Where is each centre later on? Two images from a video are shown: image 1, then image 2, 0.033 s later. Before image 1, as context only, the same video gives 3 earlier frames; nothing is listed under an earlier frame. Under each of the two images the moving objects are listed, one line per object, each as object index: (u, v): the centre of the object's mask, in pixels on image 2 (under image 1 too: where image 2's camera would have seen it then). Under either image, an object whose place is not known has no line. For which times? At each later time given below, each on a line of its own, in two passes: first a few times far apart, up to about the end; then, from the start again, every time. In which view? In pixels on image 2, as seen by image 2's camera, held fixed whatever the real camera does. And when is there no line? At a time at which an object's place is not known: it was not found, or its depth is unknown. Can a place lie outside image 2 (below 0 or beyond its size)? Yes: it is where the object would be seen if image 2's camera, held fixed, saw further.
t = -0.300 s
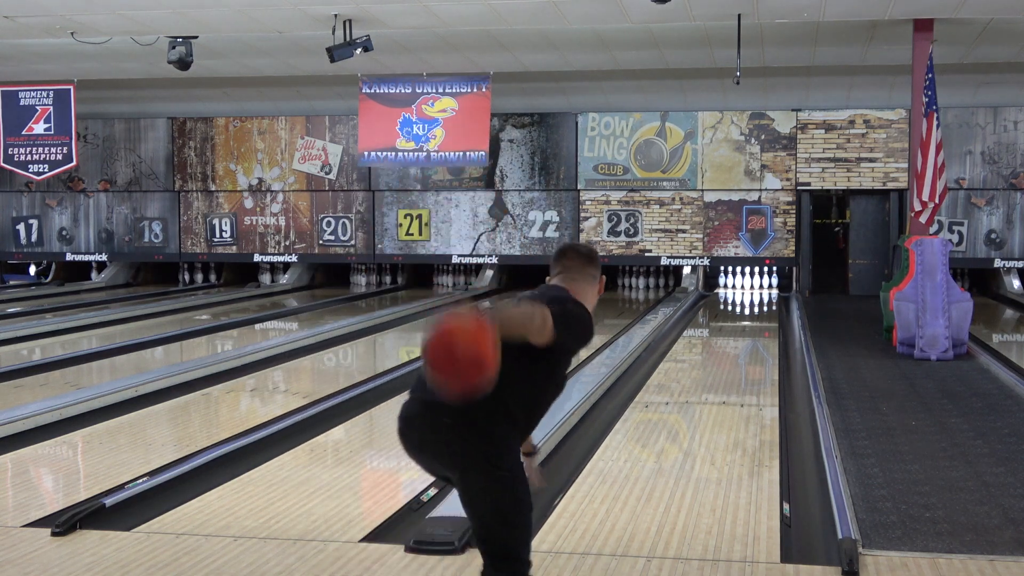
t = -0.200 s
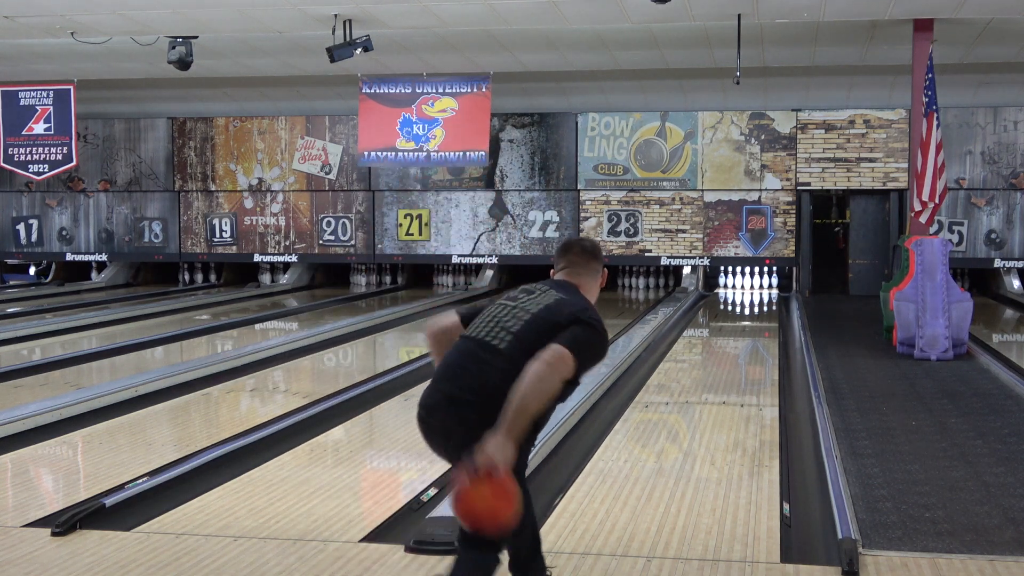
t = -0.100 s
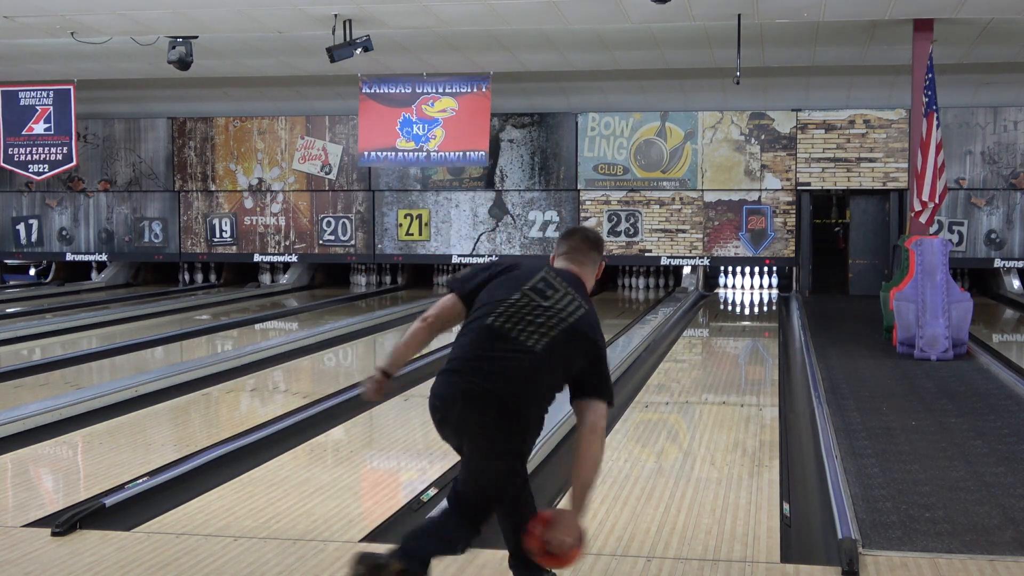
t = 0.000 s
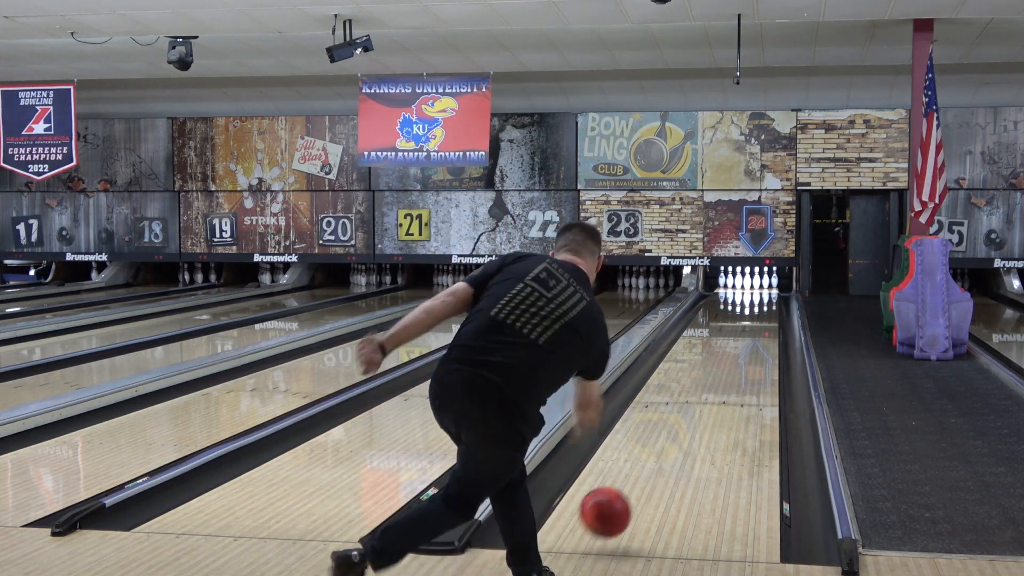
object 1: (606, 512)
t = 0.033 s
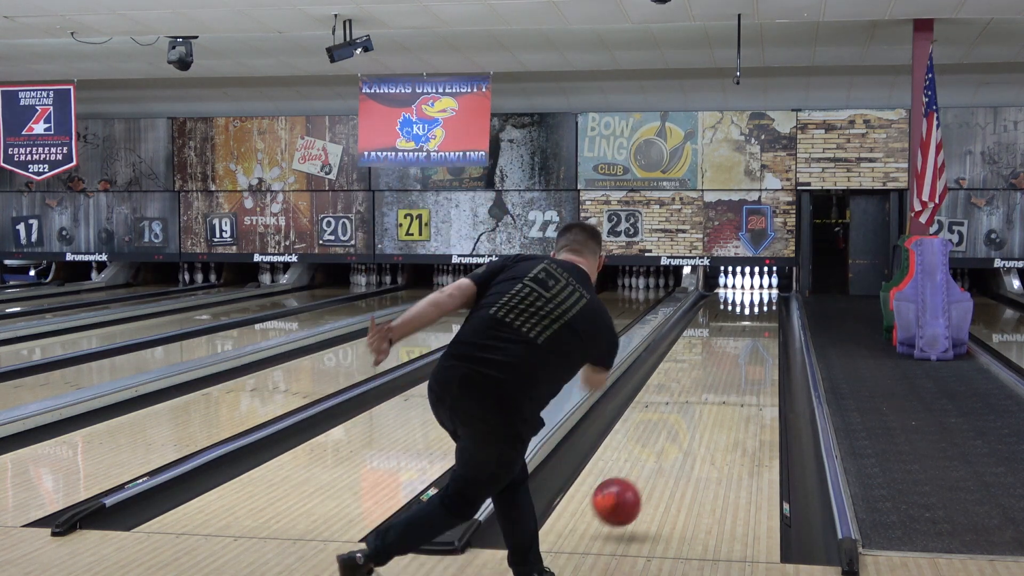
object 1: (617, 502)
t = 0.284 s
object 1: (676, 437)
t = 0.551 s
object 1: (713, 388)
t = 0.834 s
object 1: (737, 354)
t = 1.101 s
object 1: (751, 332)
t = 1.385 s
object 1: (762, 315)
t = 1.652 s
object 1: (767, 303)
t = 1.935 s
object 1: (765, 293)
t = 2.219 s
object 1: (754, 286)
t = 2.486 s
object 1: (751, 281)
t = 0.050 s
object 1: (622, 498)
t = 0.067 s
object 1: (627, 495)
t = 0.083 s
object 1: (632, 493)
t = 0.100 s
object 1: (636, 490)
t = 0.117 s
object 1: (641, 483)
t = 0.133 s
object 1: (645, 478)
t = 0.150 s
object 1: (649, 473)
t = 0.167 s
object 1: (653, 468)
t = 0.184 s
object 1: (656, 463)
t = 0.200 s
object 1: (660, 459)
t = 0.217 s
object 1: (664, 454)
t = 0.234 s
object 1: (667, 449)
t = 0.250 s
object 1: (670, 445)
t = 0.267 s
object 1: (673, 441)
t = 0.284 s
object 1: (676, 437)
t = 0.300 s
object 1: (679, 433)
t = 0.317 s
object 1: (682, 429)
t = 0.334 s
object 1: (684, 426)
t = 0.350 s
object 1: (687, 422)
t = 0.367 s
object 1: (690, 418)
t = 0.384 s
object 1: (692, 416)
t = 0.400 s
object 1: (694, 412)
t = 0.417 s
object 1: (697, 409)
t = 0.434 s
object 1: (699, 406)
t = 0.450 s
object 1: (701, 403)
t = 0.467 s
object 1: (703, 400)
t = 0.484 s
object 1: (705, 398)
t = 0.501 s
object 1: (707, 395)
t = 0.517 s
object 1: (709, 393)
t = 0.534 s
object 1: (711, 390)
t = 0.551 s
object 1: (713, 388)
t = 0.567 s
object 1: (714, 385)
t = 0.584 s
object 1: (716, 383)
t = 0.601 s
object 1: (718, 381)
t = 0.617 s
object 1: (720, 378)
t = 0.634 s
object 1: (721, 376)
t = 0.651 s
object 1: (722, 374)
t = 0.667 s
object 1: (724, 372)
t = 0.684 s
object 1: (725, 370)
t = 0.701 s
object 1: (727, 368)
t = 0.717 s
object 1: (728, 366)
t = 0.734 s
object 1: (729, 364)
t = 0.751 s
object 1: (731, 363)
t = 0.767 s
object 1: (732, 361)
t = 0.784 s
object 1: (733, 359)
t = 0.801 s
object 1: (734, 358)
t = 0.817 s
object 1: (736, 356)
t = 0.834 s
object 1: (737, 354)
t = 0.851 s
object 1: (738, 353)
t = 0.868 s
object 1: (739, 351)
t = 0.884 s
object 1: (740, 350)
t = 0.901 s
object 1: (741, 348)
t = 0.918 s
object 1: (742, 347)
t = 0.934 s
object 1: (743, 345)
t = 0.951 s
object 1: (744, 343)
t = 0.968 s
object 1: (745, 342)
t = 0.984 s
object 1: (746, 341)
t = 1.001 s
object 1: (746, 340)
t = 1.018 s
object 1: (747, 338)
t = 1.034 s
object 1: (748, 337)
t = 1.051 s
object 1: (749, 336)
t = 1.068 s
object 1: (750, 335)
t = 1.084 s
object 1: (751, 334)
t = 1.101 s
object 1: (751, 332)
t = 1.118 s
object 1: (752, 331)
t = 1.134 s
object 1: (753, 330)
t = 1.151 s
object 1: (754, 329)
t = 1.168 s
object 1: (754, 328)
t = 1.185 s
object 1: (755, 327)
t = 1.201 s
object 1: (756, 326)
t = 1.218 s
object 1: (756, 325)
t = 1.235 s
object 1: (757, 324)
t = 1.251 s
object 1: (757, 323)
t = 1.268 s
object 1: (758, 322)
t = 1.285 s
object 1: (759, 321)
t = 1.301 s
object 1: (759, 320)
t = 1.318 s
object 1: (760, 319)
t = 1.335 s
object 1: (760, 318)
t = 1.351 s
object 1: (761, 317)
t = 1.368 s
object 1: (762, 316)
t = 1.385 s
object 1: (762, 315)
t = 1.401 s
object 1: (762, 315)
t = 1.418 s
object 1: (763, 314)
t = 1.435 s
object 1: (763, 313)
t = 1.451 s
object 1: (764, 312)
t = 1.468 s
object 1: (764, 311)
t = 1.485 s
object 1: (764, 311)
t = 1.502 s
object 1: (764, 310)
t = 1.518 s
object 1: (765, 309)
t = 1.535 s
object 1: (766, 308)
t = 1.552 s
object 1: (766, 307)
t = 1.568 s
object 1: (766, 307)
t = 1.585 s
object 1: (766, 306)
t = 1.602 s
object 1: (766, 306)
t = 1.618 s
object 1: (766, 305)
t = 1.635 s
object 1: (766, 304)
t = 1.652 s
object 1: (767, 303)
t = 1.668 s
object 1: (767, 303)
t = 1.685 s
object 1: (767, 302)
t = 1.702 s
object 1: (767, 301)
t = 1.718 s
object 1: (767, 301)
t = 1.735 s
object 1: (767, 300)
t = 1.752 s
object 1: (767, 300)
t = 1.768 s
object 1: (767, 299)
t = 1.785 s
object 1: (767, 298)
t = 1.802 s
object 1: (767, 298)
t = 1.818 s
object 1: (767, 297)
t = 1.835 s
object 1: (766, 297)
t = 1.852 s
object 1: (766, 296)
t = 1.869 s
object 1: (766, 295)
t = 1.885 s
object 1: (765, 295)
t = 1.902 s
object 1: (765, 294)
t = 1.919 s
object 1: (765, 294)
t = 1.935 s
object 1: (765, 293)
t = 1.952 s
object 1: (764, 293)
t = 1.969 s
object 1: (764, 293)
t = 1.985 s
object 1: (764, 292)
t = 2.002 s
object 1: (763, 292)
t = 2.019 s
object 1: (762, 291)
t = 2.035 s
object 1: (761, 290)
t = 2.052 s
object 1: (761, 290)
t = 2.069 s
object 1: (760, 289)
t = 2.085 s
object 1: (760, 289)
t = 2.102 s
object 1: (759, 288)
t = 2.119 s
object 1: (758, 288)
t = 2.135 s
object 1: (757, 288)
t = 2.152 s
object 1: (757, 287)
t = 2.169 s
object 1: (756, 287)
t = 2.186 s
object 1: (756, 286)
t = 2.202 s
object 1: (755, 286)
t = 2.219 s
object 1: (754, 286)
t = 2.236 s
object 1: (754, 285)
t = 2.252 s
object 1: (753, 285)
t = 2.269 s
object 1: (752, 284)
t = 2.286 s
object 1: (752, 284)
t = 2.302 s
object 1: (752, 284)
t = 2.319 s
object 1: (752, 283)
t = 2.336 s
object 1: (752, 283)
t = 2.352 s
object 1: (752, 283)
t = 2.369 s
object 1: (751, 283)
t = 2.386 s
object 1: (751, 283)
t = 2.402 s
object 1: (751, 283)
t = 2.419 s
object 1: (751, 282)
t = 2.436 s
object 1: (751, 282)
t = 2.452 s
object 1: (751, 282)
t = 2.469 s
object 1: (751, 282)
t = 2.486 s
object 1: (751, 281)
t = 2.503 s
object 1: (751, 281)
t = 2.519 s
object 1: (751, 281)
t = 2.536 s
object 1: (750, 281)
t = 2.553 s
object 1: (750, 281)
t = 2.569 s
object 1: (750, 281)
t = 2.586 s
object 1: (750, 281)
